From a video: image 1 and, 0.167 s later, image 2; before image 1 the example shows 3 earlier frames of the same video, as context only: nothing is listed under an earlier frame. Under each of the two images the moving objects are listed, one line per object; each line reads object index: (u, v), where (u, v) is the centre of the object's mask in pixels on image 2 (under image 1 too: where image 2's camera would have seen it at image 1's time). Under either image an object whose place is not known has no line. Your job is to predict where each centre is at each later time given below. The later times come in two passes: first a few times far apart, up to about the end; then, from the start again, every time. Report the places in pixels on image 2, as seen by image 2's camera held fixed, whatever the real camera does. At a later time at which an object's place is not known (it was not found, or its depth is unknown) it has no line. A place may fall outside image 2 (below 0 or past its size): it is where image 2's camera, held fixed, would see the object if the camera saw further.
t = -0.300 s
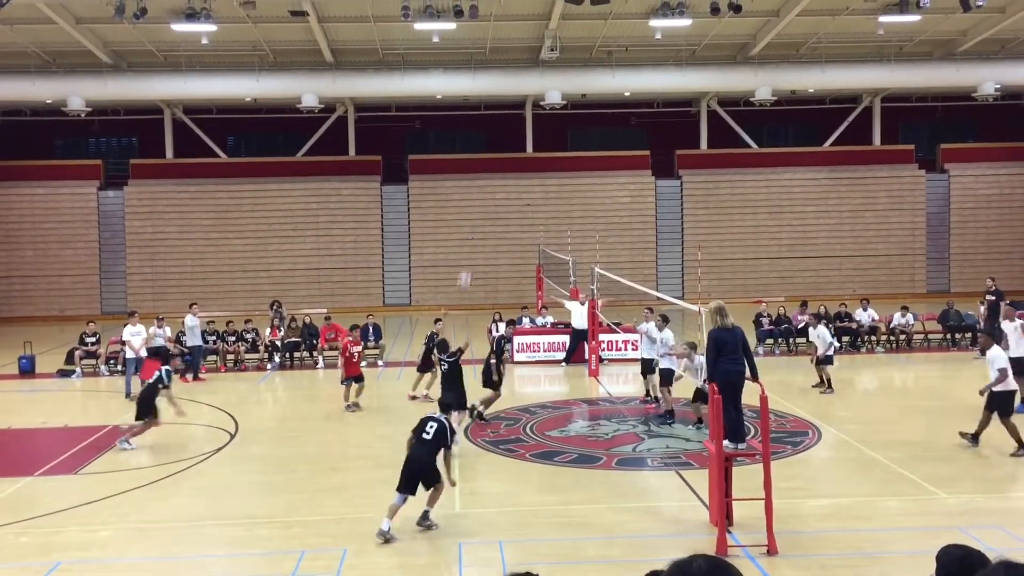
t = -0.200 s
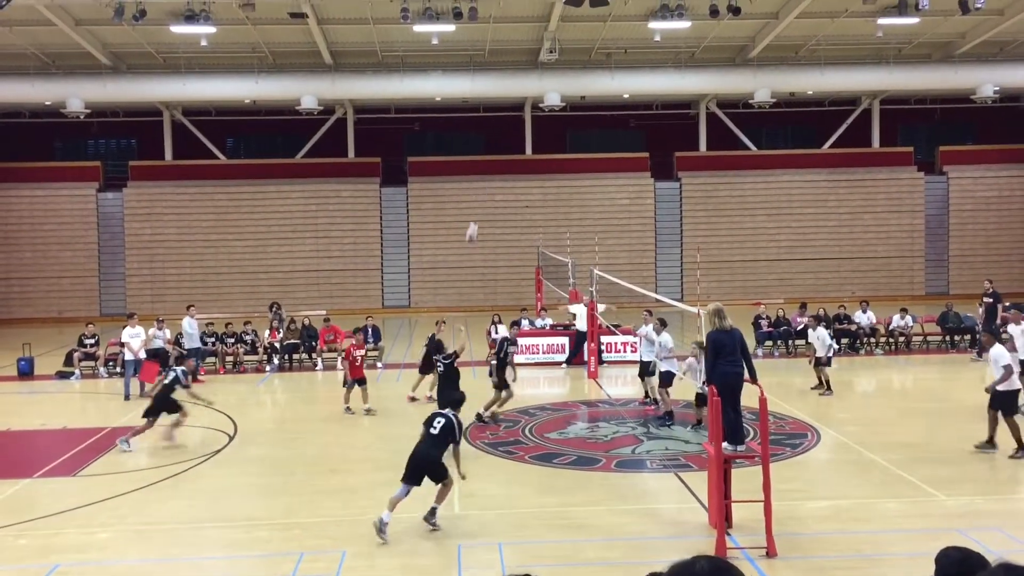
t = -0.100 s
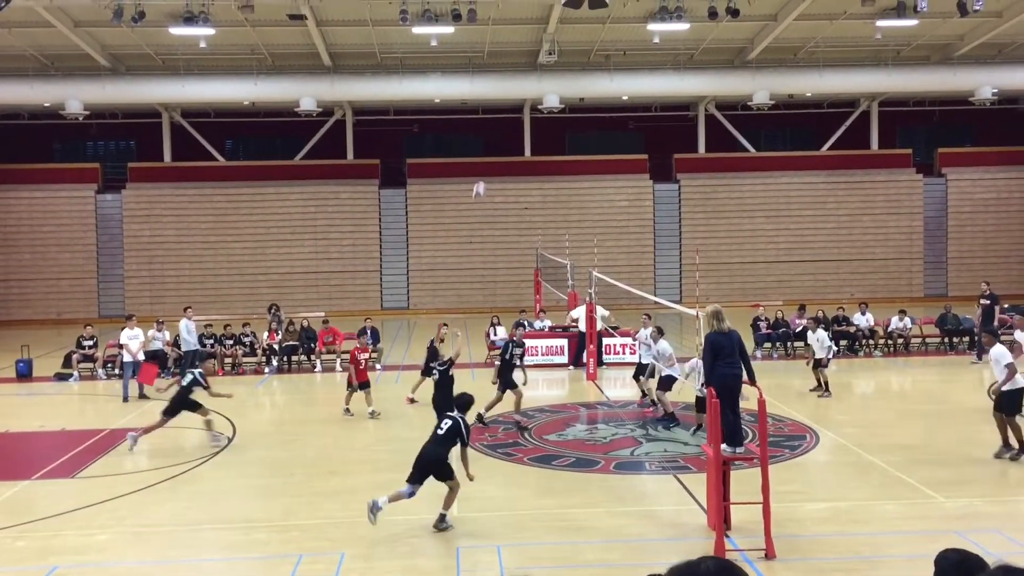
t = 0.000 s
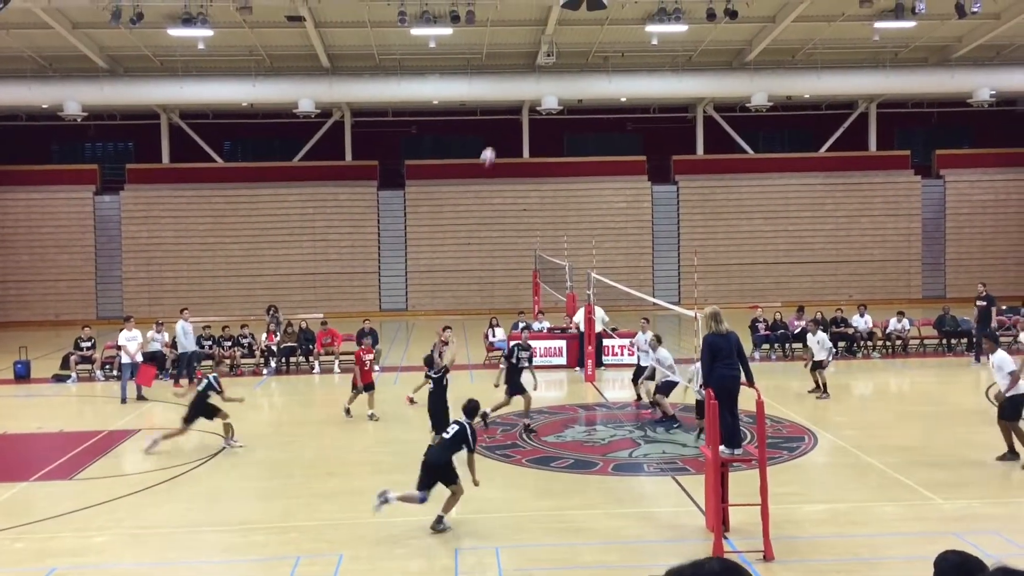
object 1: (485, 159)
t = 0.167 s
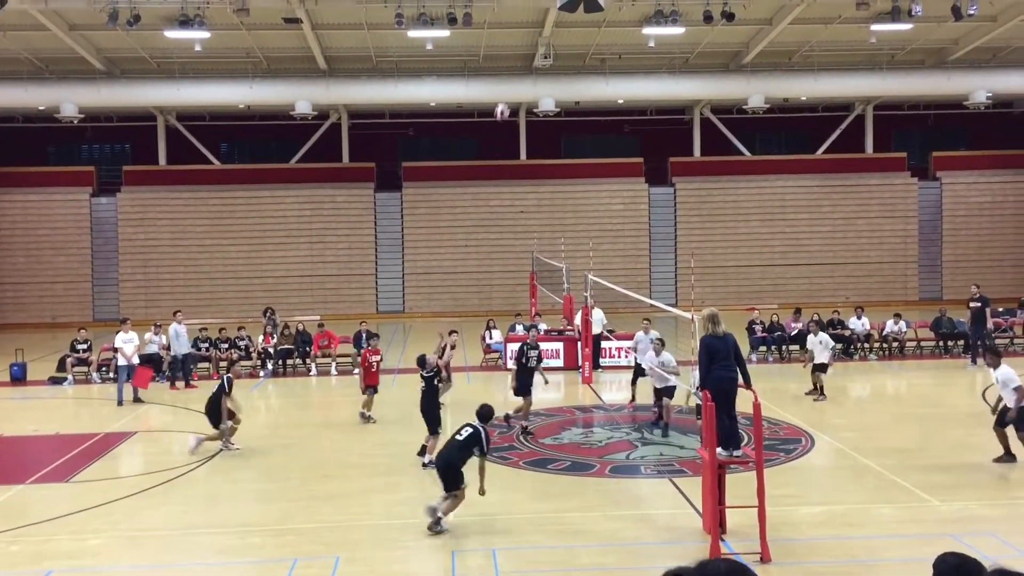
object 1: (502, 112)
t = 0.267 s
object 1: (511, 94)
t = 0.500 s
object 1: (536, 75)
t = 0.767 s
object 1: (564, 101)
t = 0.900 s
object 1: (578, 133)
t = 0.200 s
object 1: (505, 105)
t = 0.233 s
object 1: (507, 99)
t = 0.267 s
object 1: (511, 94)
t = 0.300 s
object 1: (516, 88)
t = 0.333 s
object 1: (519, 84)
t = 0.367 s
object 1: (522, 81)
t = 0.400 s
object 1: (526, 78)
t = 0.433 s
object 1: (529, 76)
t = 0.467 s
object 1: (533, 75)
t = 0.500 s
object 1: (536, 75)
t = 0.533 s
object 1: (540, 75)
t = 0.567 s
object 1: (543, 76)
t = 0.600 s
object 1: (546, 78)
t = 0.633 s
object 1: (550, 80)
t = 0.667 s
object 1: (554, 84)
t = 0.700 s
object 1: (557, 89)
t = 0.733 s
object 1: (561, 95)
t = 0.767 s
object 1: (564, 101)
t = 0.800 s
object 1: (567, 108)
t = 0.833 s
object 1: (570, 115)
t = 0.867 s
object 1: (574, 124)
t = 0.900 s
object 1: (578, 133)
